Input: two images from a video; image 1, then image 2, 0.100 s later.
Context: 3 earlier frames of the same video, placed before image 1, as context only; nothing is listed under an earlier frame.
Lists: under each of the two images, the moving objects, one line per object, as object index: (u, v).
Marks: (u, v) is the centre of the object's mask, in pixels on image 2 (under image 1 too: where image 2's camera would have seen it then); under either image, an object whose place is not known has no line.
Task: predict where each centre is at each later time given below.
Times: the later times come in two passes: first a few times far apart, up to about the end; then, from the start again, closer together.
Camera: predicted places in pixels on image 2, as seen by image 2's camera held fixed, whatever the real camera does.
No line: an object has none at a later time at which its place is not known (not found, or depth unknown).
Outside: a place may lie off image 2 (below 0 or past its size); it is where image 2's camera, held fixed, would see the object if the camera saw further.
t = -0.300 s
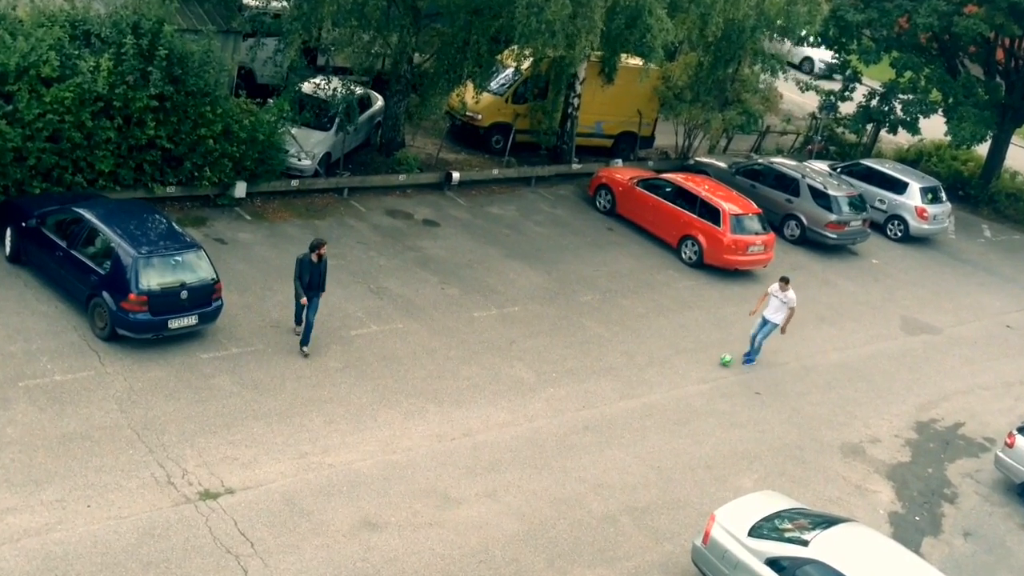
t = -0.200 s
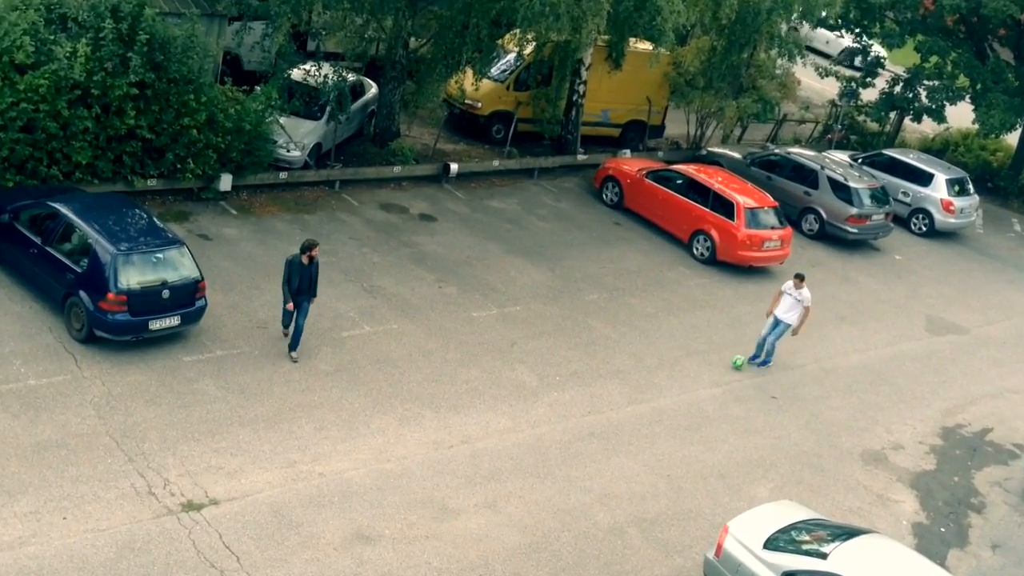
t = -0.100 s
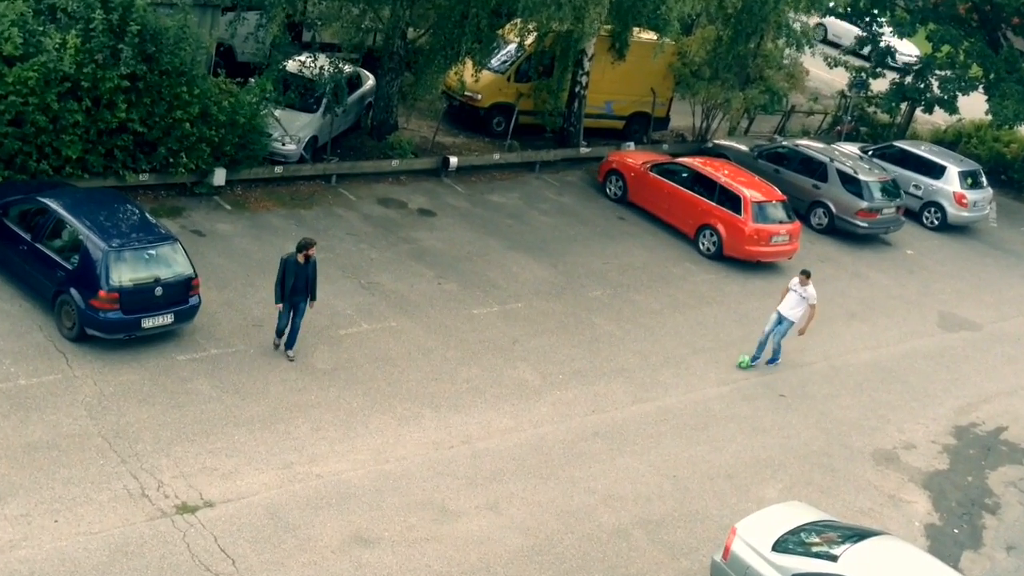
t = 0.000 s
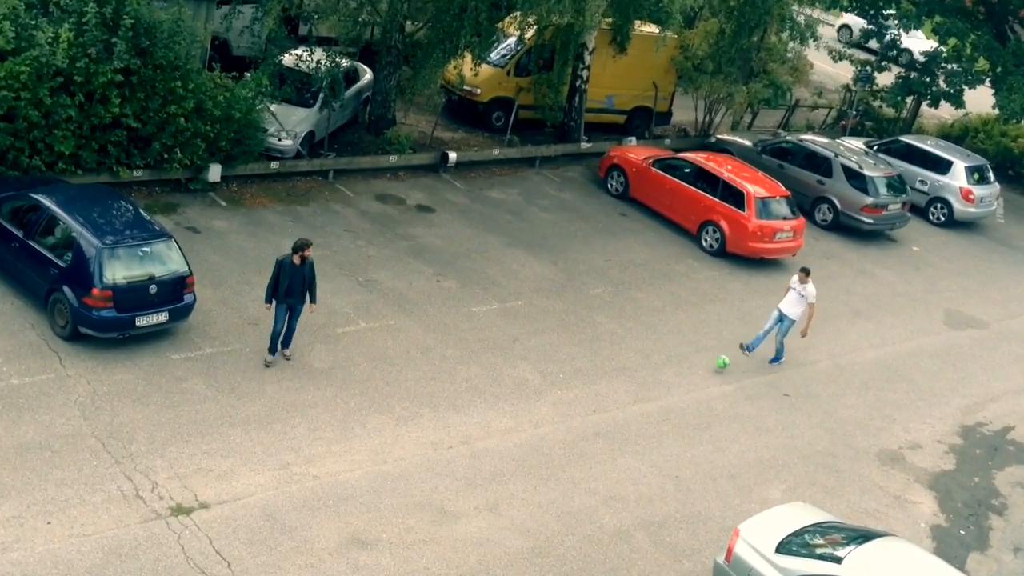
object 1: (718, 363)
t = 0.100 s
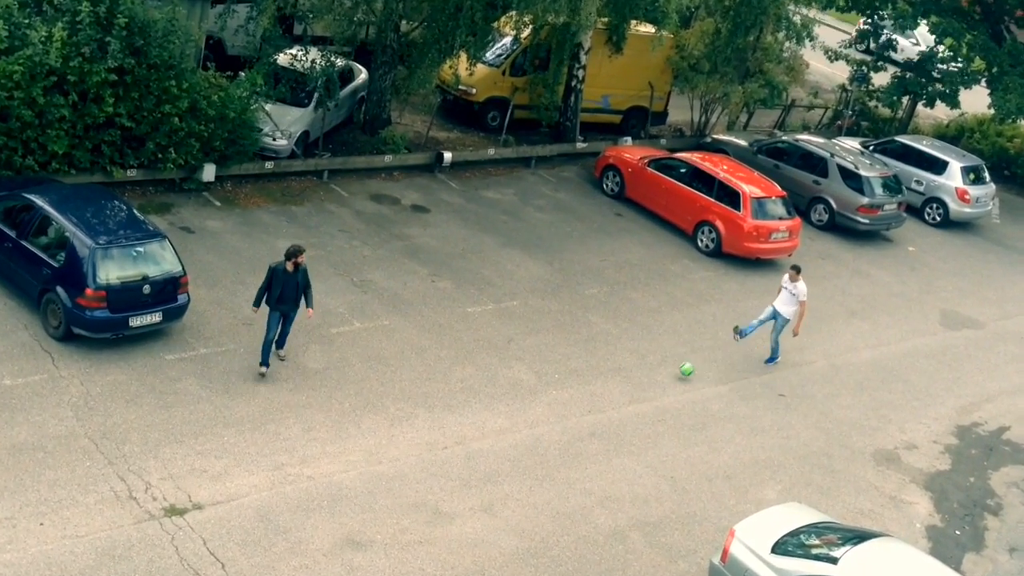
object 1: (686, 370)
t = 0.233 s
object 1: (645, 380)
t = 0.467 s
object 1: (580, 392)
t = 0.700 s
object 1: (524, 403)
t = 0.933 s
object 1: (468, 415)
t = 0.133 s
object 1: (675, 374)
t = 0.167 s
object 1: (663, 378)
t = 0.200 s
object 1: (655, 379)
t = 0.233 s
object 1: (645, 380)
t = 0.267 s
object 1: (635, 381)
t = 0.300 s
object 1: (626, 382)
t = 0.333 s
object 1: (616, 384)
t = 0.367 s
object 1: (606, 388)
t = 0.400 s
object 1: (596, 392)
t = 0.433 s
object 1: (588, 393)
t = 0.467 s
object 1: (580, 392)
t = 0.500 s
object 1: (572, 393)
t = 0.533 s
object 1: (565, 394)
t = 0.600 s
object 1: (548, 399)
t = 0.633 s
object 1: (539, 401)
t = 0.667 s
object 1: (532, 402)
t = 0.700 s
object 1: (524, 403)
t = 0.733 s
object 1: (516, 405)
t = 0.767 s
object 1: (508, 407)
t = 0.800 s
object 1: (501, 409)
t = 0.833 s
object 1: (493, 410)
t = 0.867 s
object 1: (484, 411)
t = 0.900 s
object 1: (476, 412)
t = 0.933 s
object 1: (468, 415)
